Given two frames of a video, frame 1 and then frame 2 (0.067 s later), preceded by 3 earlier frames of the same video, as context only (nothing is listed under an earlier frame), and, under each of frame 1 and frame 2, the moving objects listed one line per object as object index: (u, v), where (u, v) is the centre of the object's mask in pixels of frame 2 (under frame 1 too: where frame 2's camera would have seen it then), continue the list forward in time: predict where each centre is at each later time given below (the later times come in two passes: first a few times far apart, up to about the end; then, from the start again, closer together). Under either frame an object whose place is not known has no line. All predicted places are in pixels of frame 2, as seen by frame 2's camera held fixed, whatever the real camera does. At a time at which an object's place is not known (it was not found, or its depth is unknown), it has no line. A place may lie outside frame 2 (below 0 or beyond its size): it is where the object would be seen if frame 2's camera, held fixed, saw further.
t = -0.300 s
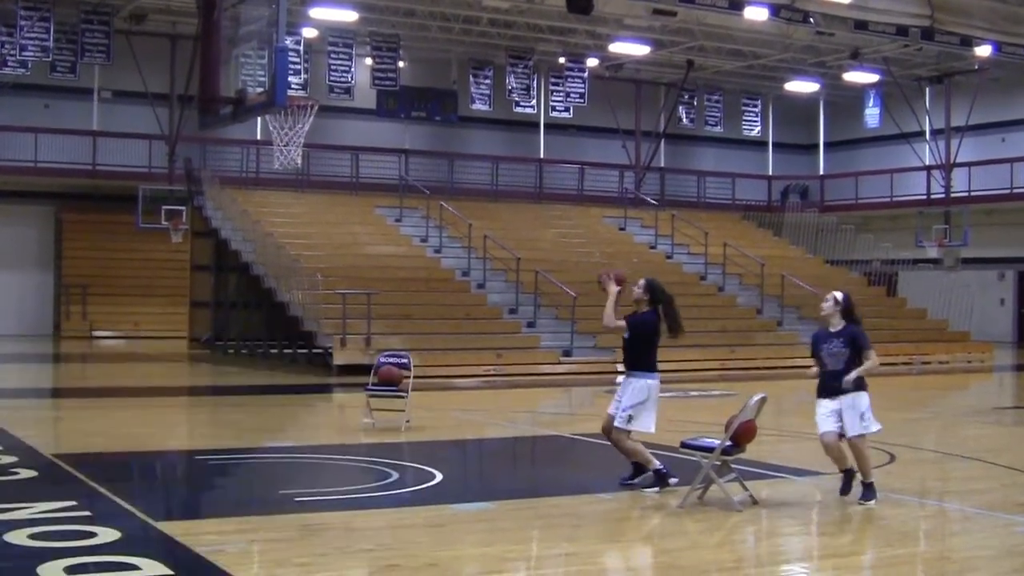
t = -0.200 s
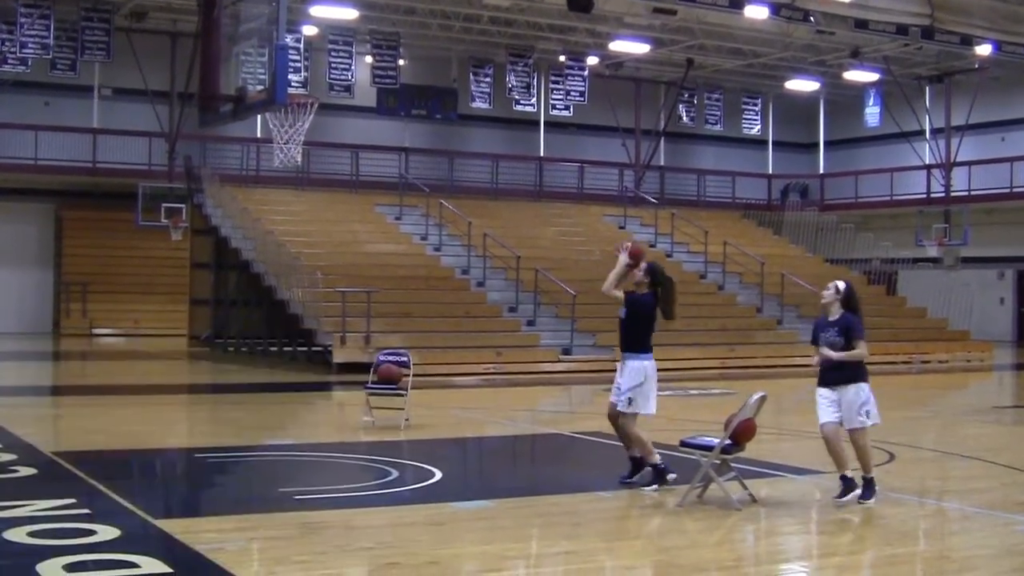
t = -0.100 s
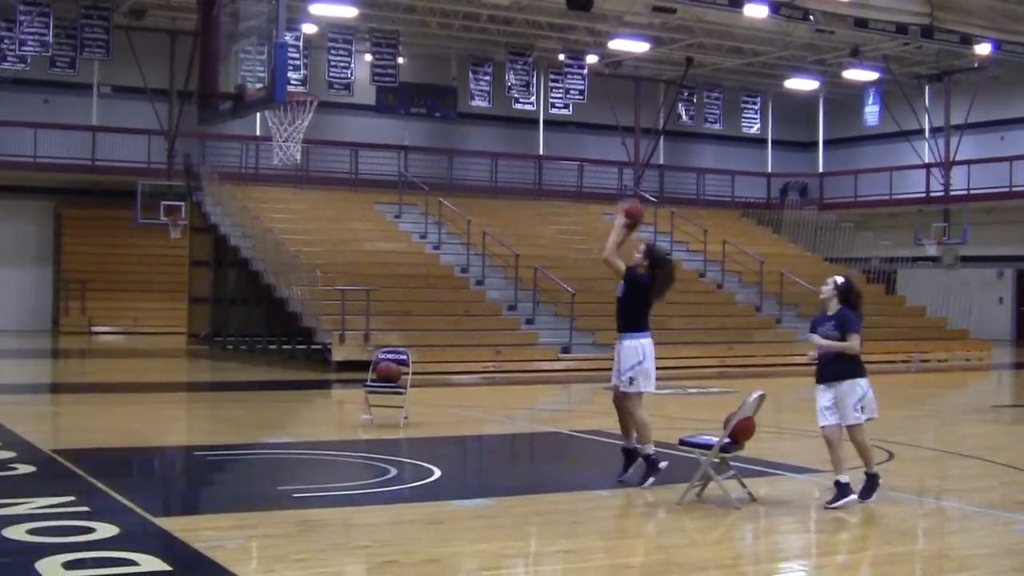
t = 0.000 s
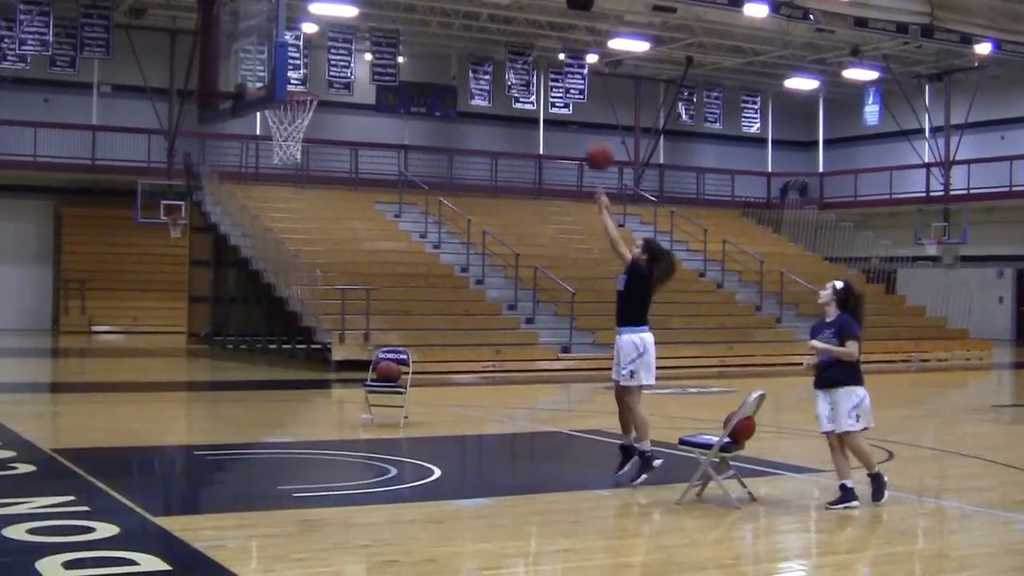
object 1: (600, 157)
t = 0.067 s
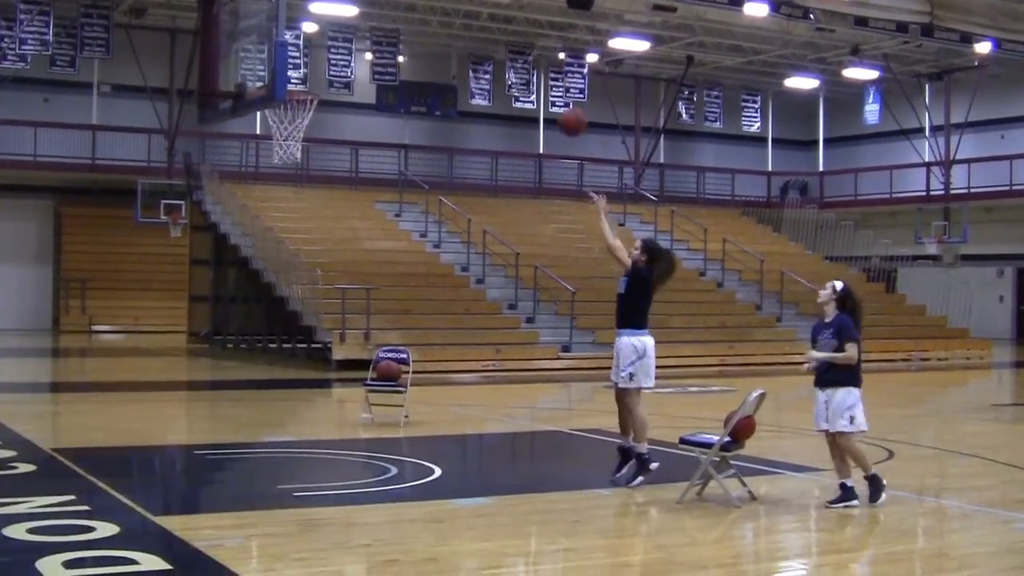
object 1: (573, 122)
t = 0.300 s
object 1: (476, 48)
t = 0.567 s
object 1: (372, 46)
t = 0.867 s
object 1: (297, 76)
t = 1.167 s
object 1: (296, 89)
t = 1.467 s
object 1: (288, 150)
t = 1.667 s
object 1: (284, 201)
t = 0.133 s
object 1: (544, 94)
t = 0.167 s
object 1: (531, 81)
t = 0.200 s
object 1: (517, 71)
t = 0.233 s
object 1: (504, 62)
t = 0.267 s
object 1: (491, 53)
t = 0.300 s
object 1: (476, 48)
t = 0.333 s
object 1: (463, 43)
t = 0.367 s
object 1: (450, 39)
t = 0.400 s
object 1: (437, 37)
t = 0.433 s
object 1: (424, 36)
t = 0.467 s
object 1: (411, 37)
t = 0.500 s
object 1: (398, 38)
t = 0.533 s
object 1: (385, 41)
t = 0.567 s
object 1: (372, 46)
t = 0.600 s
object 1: (359, 52)
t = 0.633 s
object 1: (345, 59)
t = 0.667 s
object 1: (332, 68)
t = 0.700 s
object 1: (319, 78)
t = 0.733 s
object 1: (312, 80)
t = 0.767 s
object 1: (307, 78)
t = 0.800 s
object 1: (303, 75)
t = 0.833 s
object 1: (300, 75)
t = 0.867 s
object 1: (297, 76)
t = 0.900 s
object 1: (296, 77)
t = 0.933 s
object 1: (292, 79)
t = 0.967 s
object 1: (289, 85)
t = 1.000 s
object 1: (289, 85)
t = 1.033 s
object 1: (291, 85)
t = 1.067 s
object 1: (292, 83)
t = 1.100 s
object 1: (294, 84)
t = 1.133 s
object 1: (296, 89)
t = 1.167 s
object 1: (296, 89)
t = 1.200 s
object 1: (296, 92)
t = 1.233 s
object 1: (297, 98)
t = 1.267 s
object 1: (295, 103)
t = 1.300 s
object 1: (295, 107)
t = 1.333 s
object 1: (292, 112)
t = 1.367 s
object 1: (292, 119)
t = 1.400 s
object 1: (289, 132)
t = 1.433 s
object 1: (289, 138)
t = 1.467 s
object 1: (288, 150)
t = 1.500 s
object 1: (288, 155)
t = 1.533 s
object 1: (288, 160)
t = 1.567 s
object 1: (286, 169)
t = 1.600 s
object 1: (285, 178)
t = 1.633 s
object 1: (284, 188)
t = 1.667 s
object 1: (284, 201)
